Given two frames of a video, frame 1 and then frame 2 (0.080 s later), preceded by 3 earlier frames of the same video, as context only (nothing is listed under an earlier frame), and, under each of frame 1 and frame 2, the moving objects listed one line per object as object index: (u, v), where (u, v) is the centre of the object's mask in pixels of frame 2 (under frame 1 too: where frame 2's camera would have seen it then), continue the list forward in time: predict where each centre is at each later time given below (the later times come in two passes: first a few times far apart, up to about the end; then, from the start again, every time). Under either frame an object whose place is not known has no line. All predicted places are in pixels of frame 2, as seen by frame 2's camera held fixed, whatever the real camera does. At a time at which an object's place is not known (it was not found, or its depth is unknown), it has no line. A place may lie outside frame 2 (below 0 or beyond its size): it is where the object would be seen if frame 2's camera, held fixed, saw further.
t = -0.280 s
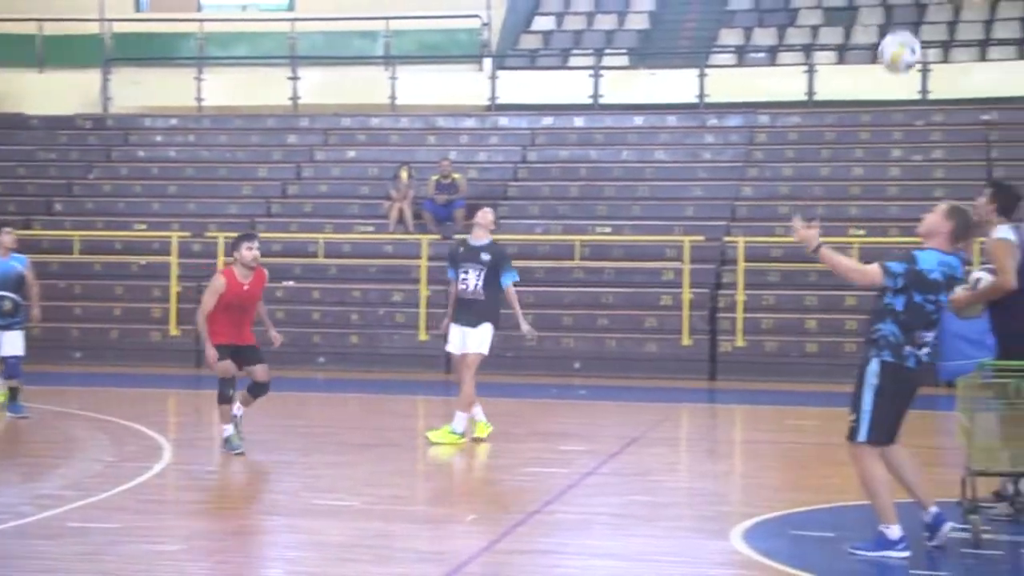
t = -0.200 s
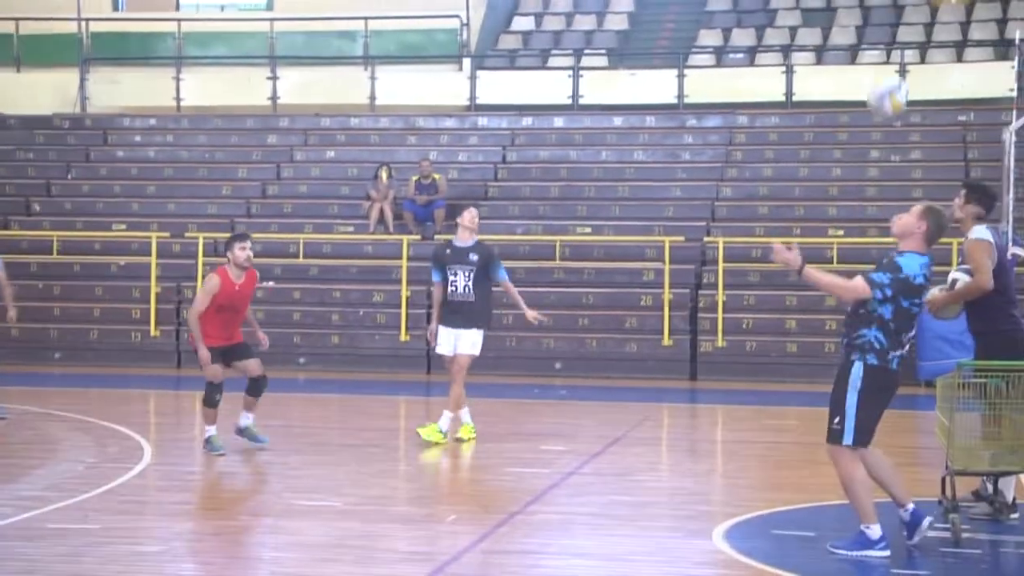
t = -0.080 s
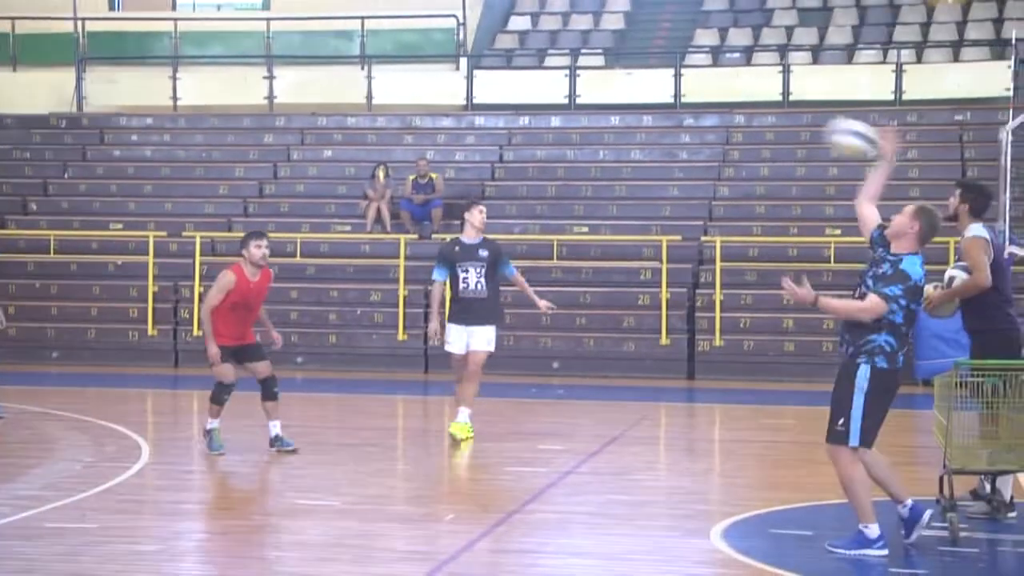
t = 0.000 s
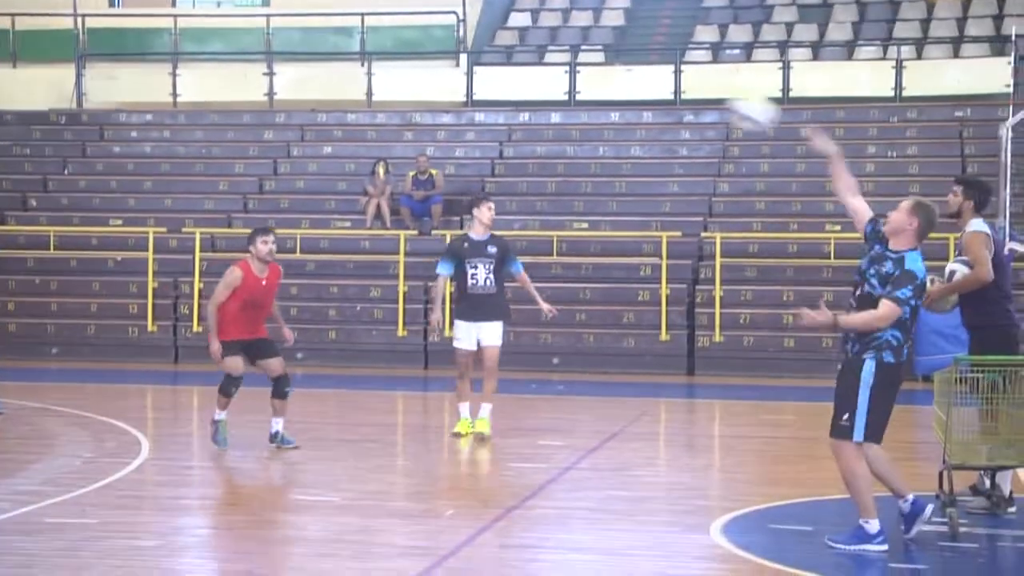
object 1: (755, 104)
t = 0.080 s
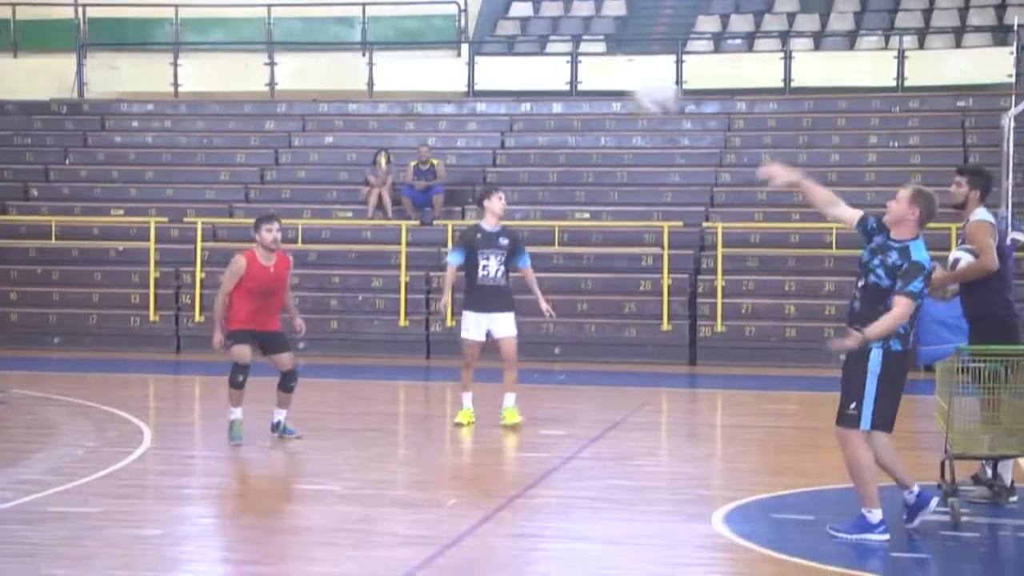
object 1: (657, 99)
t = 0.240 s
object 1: (459, 113)
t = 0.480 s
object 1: (177, 235)
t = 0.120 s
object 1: (610, 101)
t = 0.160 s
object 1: (561, 100)
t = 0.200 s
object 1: (508, 105)
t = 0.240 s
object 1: (459, 113)
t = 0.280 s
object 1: (412, 127)
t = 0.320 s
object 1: (365, 142)
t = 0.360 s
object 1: (317, 159)
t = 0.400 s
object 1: (270, 182)
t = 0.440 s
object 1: (224, 207)
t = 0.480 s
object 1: (177, 235)
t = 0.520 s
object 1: (129, 266)
